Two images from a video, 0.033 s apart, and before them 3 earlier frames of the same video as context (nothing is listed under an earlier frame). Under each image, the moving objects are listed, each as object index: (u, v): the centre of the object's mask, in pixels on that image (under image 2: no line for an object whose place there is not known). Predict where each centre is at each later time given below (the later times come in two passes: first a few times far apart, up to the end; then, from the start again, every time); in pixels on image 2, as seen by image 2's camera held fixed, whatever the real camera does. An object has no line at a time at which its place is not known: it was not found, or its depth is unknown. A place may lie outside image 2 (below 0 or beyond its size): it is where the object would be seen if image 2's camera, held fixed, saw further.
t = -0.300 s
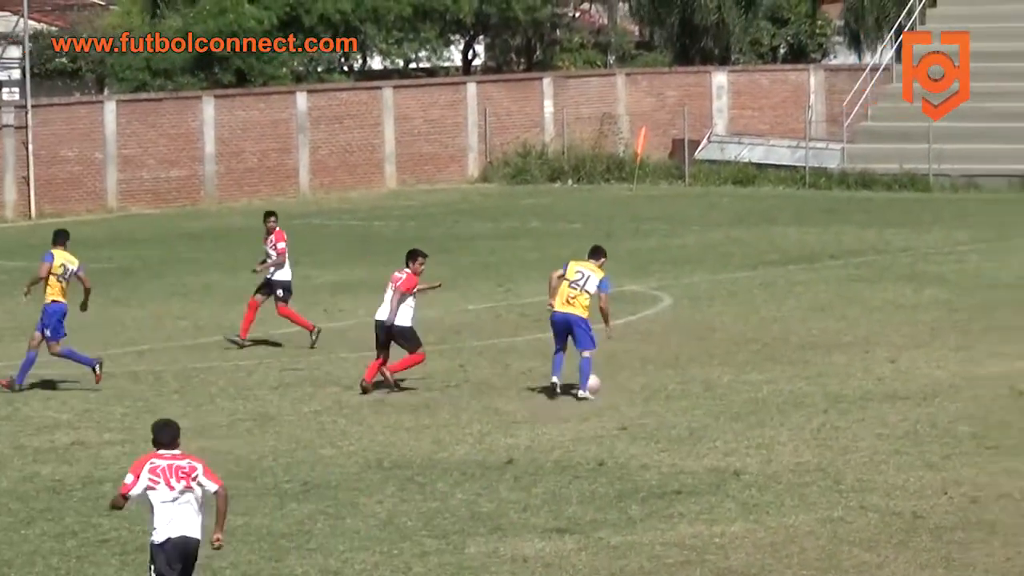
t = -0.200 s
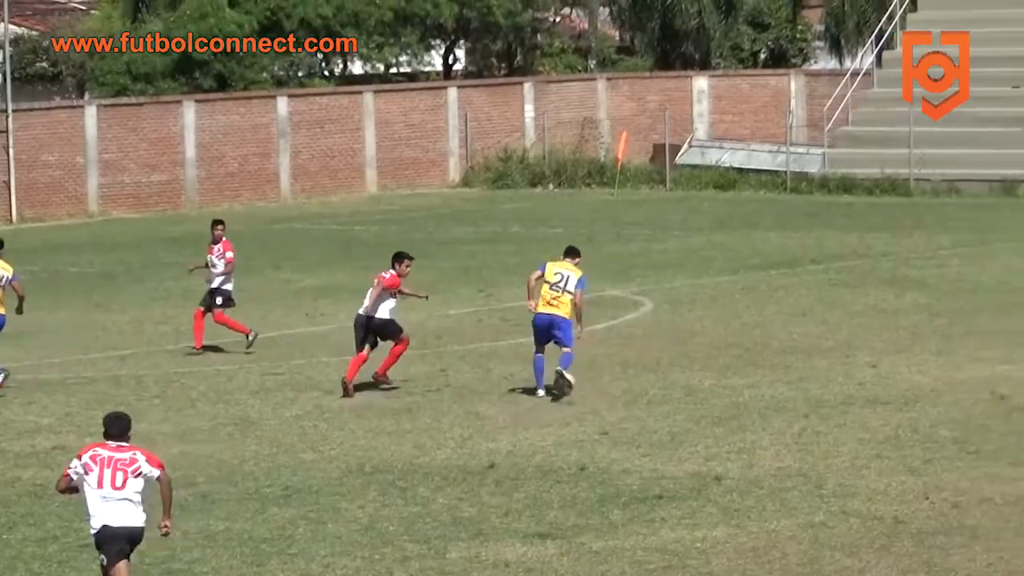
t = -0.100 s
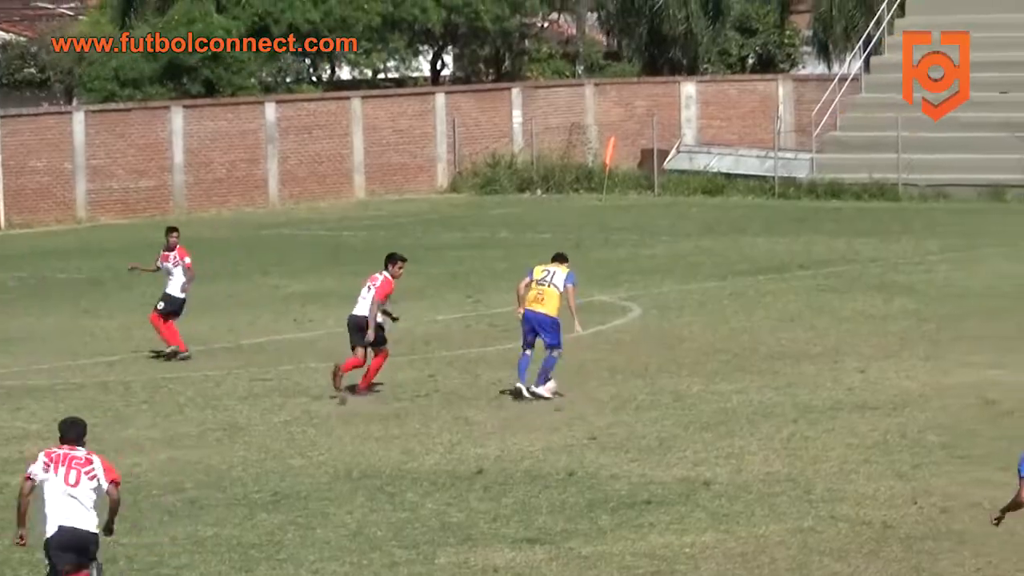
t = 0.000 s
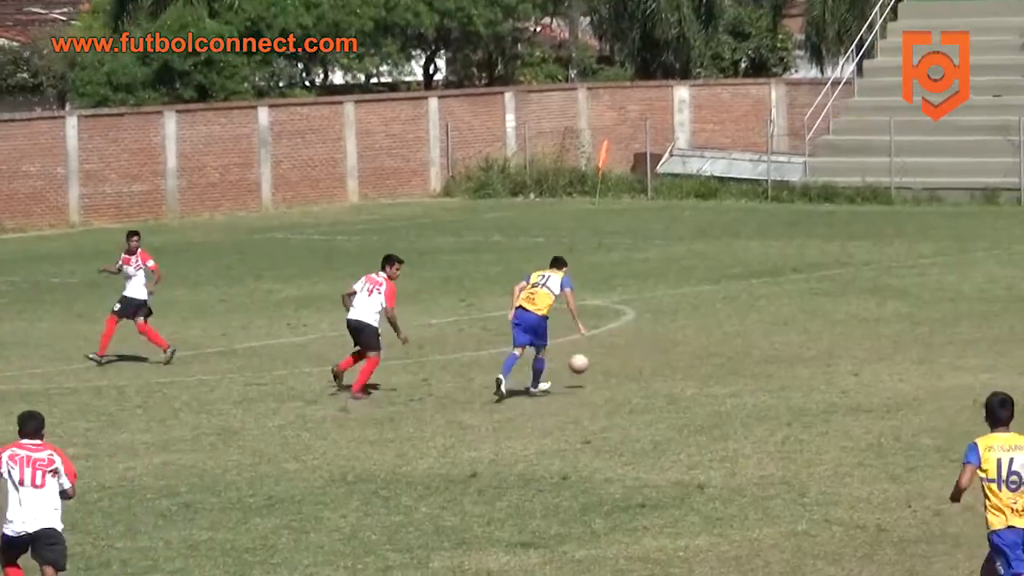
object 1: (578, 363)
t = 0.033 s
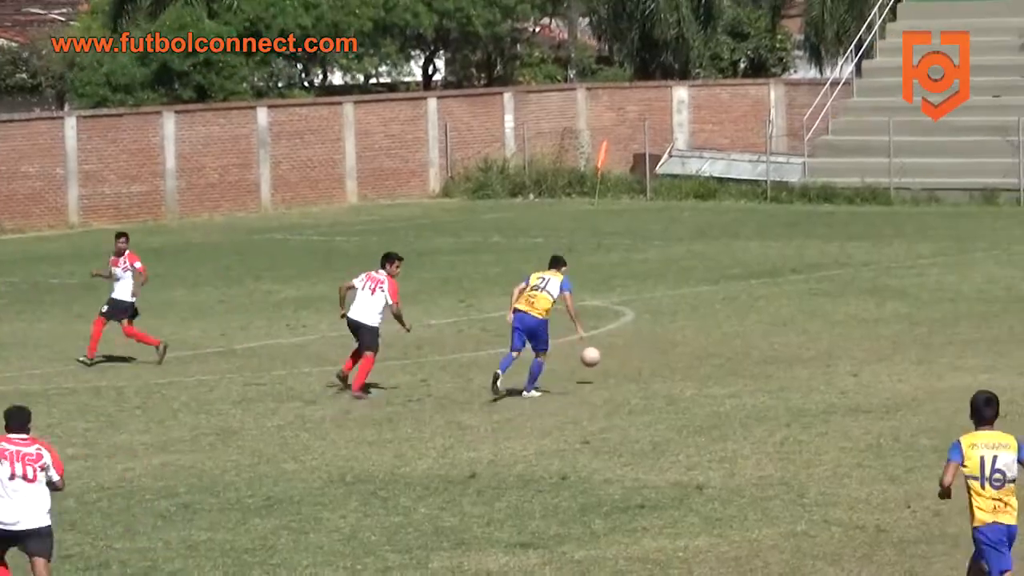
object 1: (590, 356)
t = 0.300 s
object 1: (681, 325)
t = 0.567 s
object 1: (749, 312)
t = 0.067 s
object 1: (603, 350)
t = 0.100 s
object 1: (615, 344)
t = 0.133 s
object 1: (627, 340)
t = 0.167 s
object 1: (639, 335)
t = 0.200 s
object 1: (650, 331)
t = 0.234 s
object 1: (661, 328)
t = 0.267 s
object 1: (671, 326)
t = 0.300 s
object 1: (681, 325)
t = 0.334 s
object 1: (692, 325)
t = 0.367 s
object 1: (702, 324)
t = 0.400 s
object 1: (711, 326)
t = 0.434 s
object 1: (721, 327)
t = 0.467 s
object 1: (730, 324)
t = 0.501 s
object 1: (737, 319)
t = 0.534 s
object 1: (744, 315)
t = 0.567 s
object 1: (749, 312)
